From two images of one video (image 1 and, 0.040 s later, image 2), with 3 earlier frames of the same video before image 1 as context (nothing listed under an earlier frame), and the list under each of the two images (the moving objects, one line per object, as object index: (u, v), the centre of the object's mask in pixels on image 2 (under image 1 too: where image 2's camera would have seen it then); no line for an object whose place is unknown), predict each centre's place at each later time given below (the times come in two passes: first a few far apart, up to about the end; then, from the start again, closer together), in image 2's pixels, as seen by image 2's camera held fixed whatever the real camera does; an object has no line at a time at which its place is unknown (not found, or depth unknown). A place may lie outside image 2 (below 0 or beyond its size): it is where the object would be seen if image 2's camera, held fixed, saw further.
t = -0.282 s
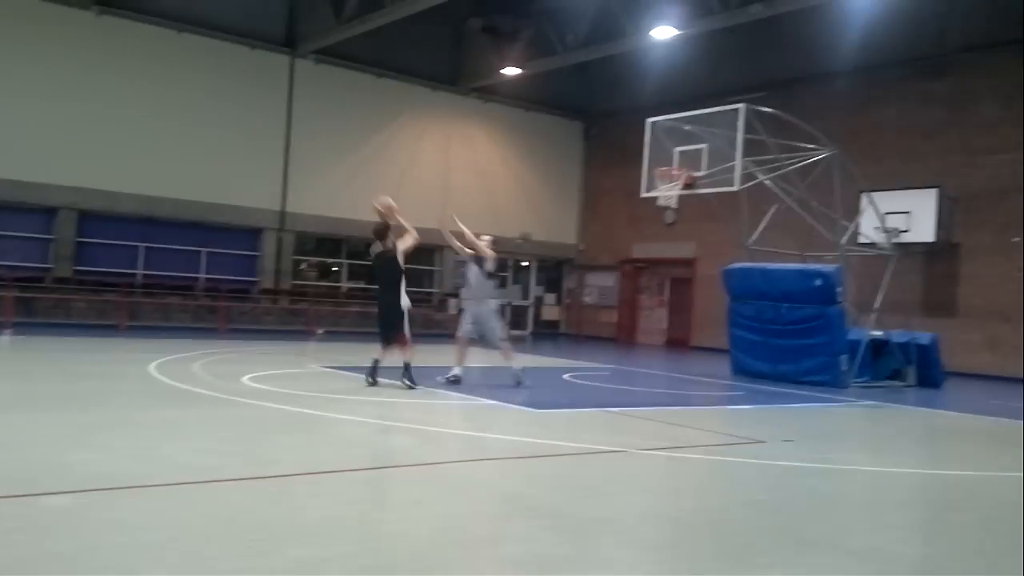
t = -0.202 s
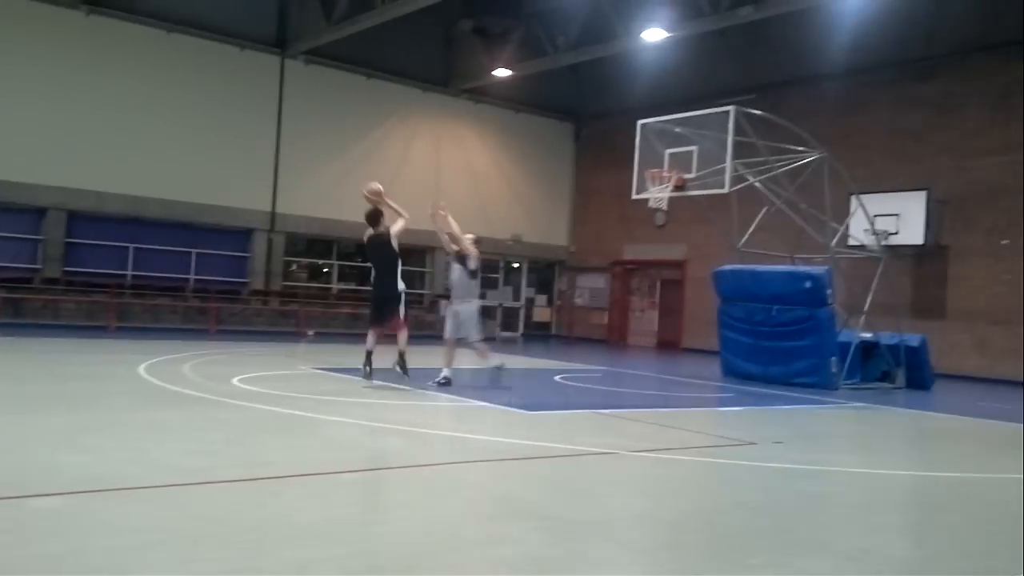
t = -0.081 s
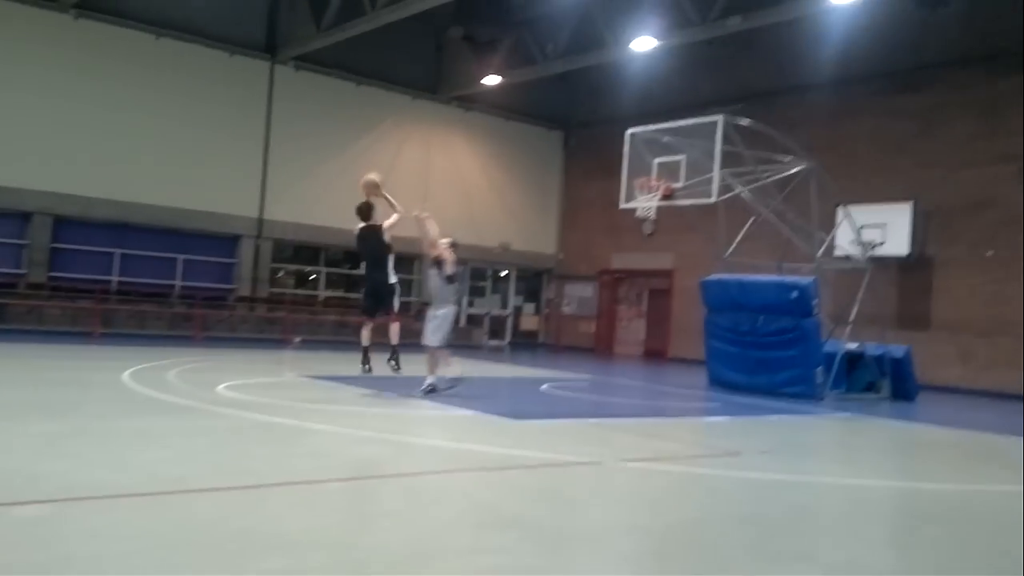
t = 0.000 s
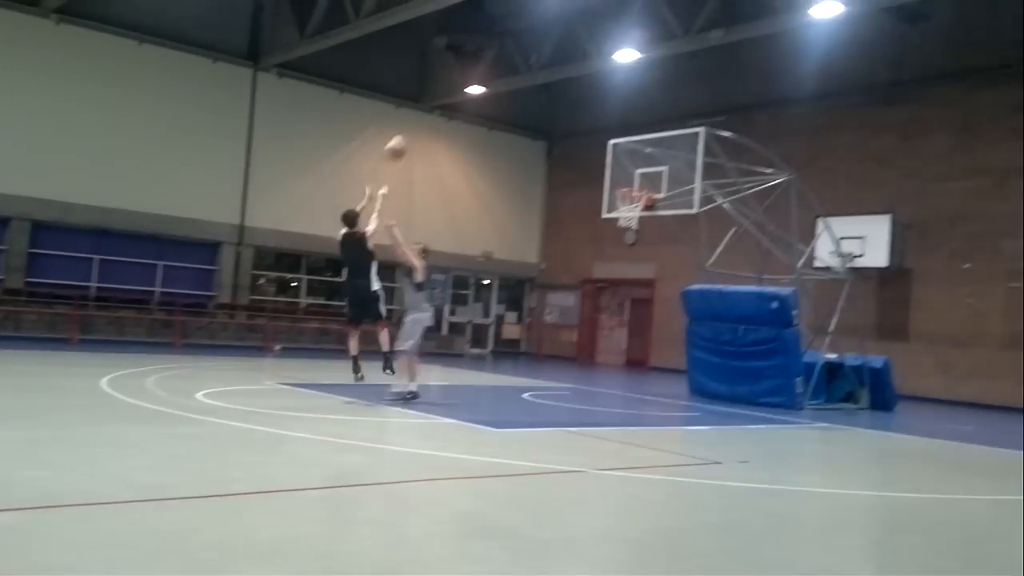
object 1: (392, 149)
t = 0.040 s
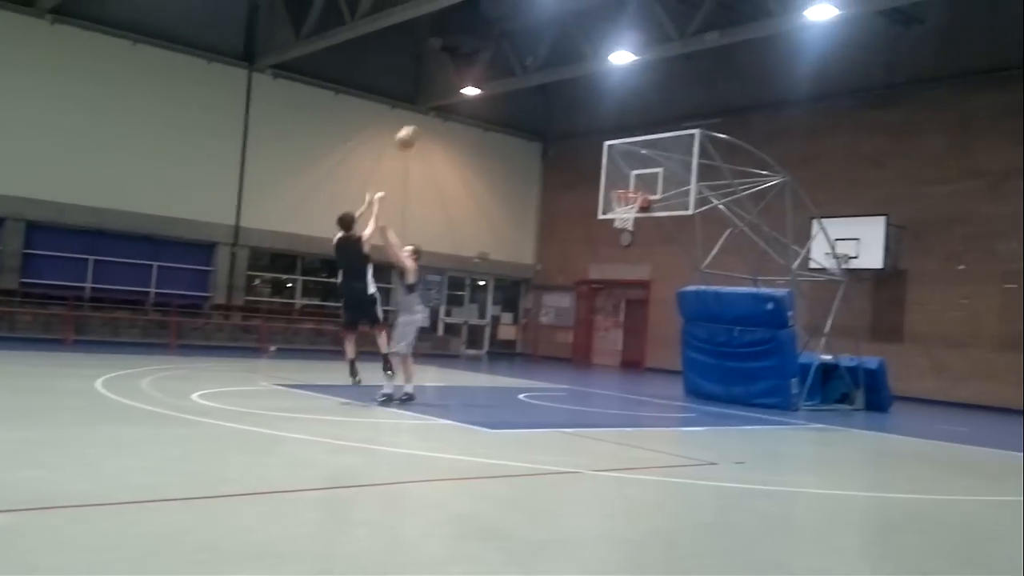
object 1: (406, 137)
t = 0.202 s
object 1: (460, 105)
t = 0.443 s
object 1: (530, 94)
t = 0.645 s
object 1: (578, 116)
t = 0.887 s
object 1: (627, 171)
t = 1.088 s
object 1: (601, 157)
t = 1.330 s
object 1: (547, 139)
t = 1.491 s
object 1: (507, 146)
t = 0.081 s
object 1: (420, 126)
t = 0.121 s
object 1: (433, 116)
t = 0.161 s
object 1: (448, 109)
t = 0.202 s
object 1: (460, 105)
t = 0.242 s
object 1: (473, 101)
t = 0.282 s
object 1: (486, 96)
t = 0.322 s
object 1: (497, 94)
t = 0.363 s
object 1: (508, 93)
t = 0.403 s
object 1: (519, 93)
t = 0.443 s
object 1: (530, 94)
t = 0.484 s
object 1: (540, 96)
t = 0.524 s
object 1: (550, 100)
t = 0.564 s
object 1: (559, 104)
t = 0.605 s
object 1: (569, 110)
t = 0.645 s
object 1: (578, 116)
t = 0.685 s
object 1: (587, 124)
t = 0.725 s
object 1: (595, 132)
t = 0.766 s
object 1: (601, 140)
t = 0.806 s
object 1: (612, 151)
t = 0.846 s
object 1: (619, 159)
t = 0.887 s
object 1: (627, 171)
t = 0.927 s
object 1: (634, 184)
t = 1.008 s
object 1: (620, 169)
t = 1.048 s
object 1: (612, 161)
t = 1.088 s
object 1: (601, 157)
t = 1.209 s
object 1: (575, 145)
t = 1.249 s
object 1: (566, 142)
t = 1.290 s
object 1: (557, 140)
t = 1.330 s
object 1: (547, 139)
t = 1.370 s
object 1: (537, 140)
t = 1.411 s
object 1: (528, 140)
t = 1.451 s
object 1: (517, 142)
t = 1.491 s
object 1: (507, 146)
